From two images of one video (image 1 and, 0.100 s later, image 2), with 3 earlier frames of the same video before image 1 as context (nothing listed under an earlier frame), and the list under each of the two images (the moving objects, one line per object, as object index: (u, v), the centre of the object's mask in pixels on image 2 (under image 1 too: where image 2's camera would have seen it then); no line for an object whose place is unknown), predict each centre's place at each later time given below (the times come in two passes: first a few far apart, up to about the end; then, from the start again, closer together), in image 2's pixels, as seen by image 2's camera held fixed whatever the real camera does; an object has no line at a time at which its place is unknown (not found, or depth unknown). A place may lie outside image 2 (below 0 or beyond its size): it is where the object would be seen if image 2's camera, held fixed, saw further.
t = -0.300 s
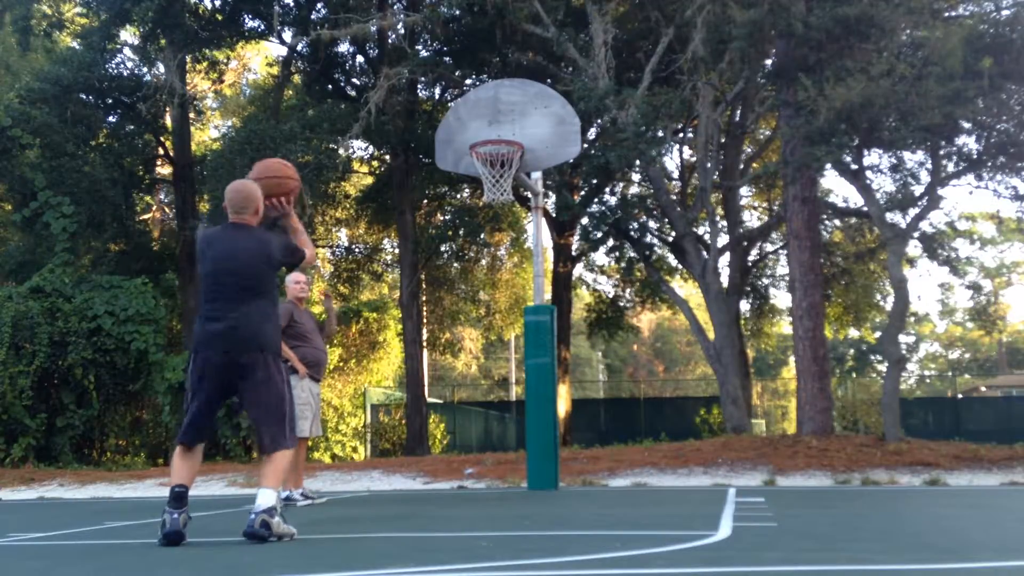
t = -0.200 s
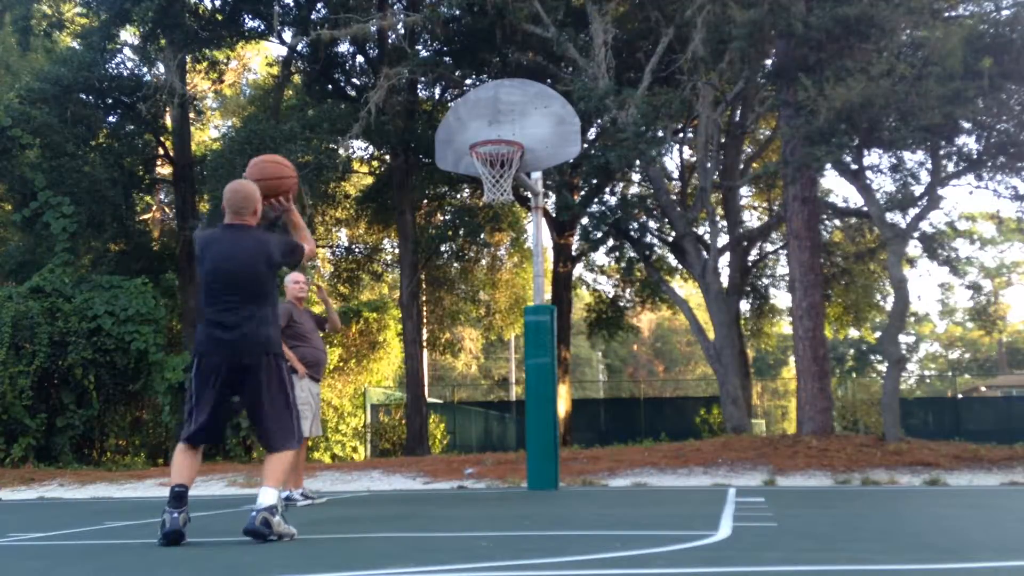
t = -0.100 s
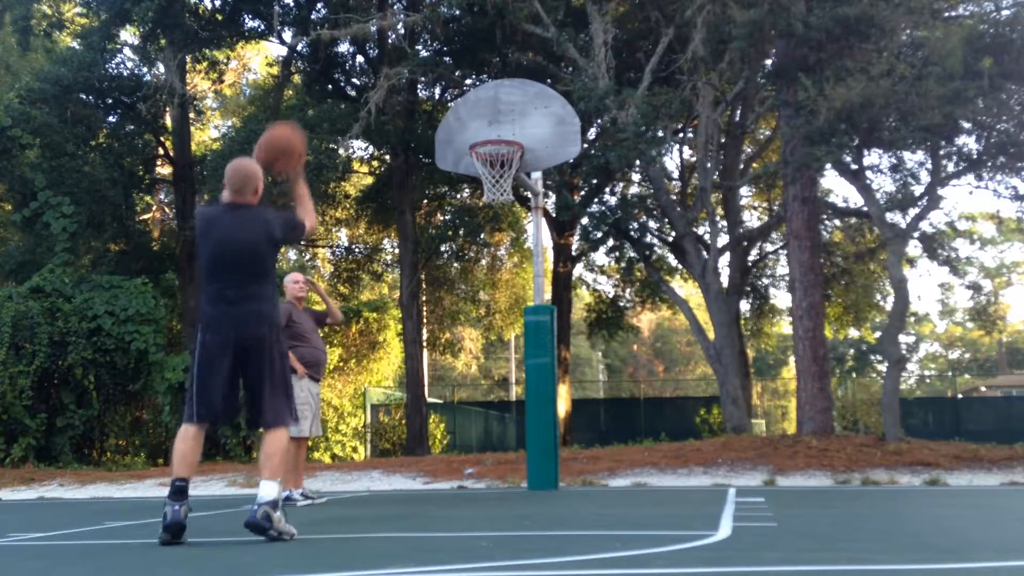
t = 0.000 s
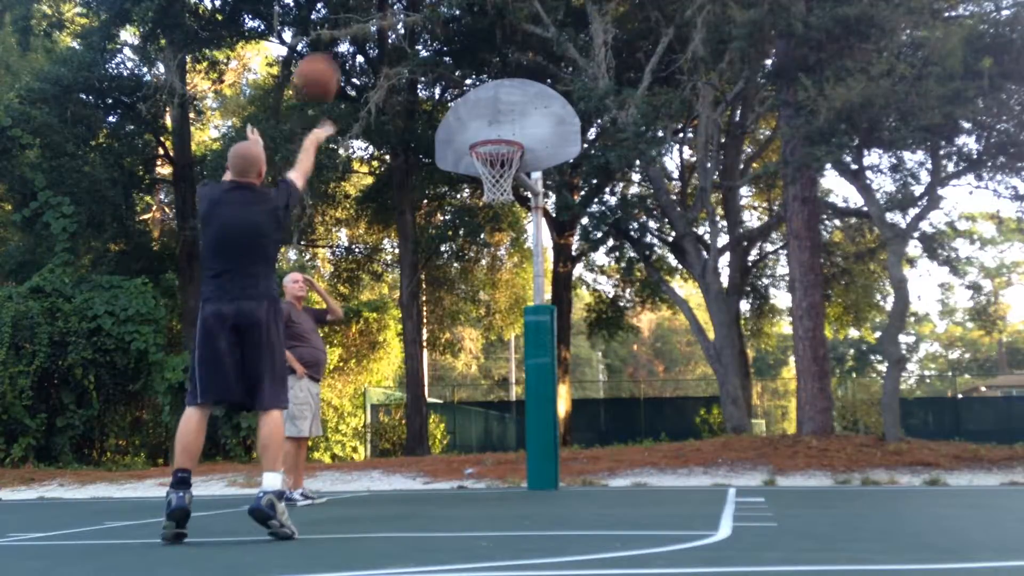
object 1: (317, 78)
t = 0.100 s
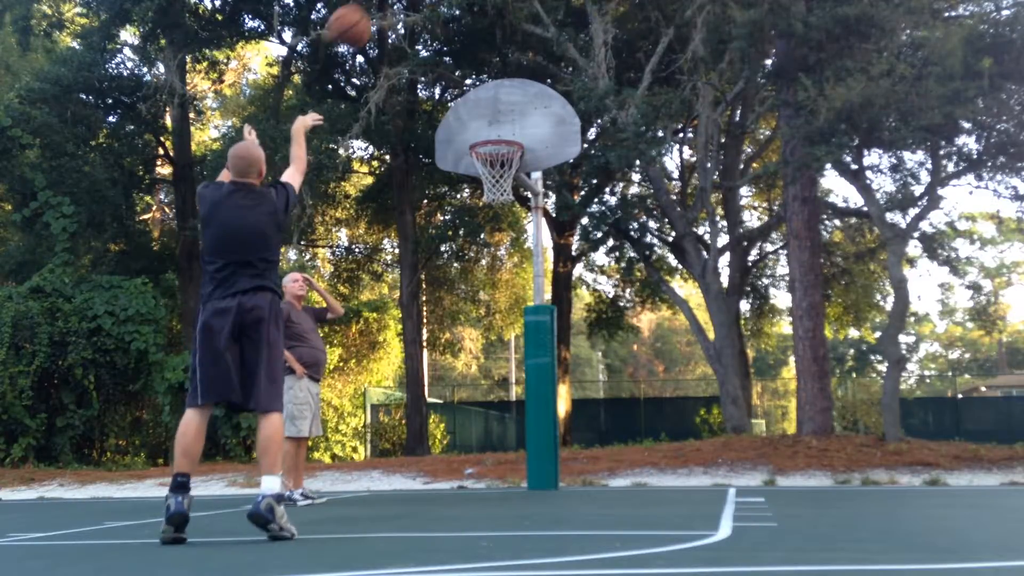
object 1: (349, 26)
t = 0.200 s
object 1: (376, 8)
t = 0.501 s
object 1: (447, 7)
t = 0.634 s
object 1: (471, 35)
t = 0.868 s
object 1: (507, 132)
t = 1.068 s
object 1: (481, 176)
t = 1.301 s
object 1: (481, 183)
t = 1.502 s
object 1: (503, 219)
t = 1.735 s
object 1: (531, 327)
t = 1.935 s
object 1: (555, 482)
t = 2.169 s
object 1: (573, 371)
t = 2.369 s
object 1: (593, 320)
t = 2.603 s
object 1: (616, 320)
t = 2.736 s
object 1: (631, 349)
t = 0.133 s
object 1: (359, 17)
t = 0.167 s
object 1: (369, 10)
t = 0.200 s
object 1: (376, 8)
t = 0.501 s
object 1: (447, 7)
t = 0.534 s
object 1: (453, 10)
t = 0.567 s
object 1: (460, 16)
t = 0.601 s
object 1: (465, 25)
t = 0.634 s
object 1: (471, 35)
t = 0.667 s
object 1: (477, 46)
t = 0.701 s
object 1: (482, 58)
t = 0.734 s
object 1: (487, 70)
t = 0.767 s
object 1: (492, 84)
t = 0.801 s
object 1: (497, 101)
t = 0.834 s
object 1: (502, 116)
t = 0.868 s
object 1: (507, 132)
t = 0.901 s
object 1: (506, 145)
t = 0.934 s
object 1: (500, 156)
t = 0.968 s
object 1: (497, 160)
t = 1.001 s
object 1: (490, 168)
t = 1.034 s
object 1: (486, 167)
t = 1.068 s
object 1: (481, 176)
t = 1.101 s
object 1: (475, 175)
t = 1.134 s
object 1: (473, 173)
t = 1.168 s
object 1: (473, 172)
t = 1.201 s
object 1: (473, 173)
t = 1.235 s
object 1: (476, 175)
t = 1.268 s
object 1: (477, 176)
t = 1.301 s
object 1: (481, 183)
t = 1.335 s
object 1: (486, 183)
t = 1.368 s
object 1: (489, 185)
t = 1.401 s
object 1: (493, 192)
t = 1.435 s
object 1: (497, 200)
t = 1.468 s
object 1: (499, 209)
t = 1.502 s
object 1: (503, 219)
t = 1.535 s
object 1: (506, 228)
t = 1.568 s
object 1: (509, 241)
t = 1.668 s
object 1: (521, 290)
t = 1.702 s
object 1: (526, 307)
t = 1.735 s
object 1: (531, 327)
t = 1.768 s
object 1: (534, 348)
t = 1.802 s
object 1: (538, 371)
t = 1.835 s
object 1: (541, 396)
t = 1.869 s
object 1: (545, 422)
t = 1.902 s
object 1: (549, 451)
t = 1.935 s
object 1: (555, 482)
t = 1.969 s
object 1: (558, 467)
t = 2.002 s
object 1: (561, 448)
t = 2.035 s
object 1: (564, 430)
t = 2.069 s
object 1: (566, 414)
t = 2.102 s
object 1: (570, 396)
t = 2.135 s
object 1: (572, 380)
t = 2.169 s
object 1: (573, 371)
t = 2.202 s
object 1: (576, 359)
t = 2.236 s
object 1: (580, 348)
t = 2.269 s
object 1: (584, 339)
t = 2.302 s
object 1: (587, 331)
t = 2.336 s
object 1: (590, 326)
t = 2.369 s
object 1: (593, 320)
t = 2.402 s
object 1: (596, 316)
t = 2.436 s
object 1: (600, 313)
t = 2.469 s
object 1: (603, 312)
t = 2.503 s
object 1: (606, 312)
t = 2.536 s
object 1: (609, 313)
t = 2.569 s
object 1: (612, 315)
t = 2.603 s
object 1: (616, 320)
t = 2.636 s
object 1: (619, 326)
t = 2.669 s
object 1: (625, 331)
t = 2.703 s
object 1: (628, 340)
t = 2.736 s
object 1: (631, 349)
